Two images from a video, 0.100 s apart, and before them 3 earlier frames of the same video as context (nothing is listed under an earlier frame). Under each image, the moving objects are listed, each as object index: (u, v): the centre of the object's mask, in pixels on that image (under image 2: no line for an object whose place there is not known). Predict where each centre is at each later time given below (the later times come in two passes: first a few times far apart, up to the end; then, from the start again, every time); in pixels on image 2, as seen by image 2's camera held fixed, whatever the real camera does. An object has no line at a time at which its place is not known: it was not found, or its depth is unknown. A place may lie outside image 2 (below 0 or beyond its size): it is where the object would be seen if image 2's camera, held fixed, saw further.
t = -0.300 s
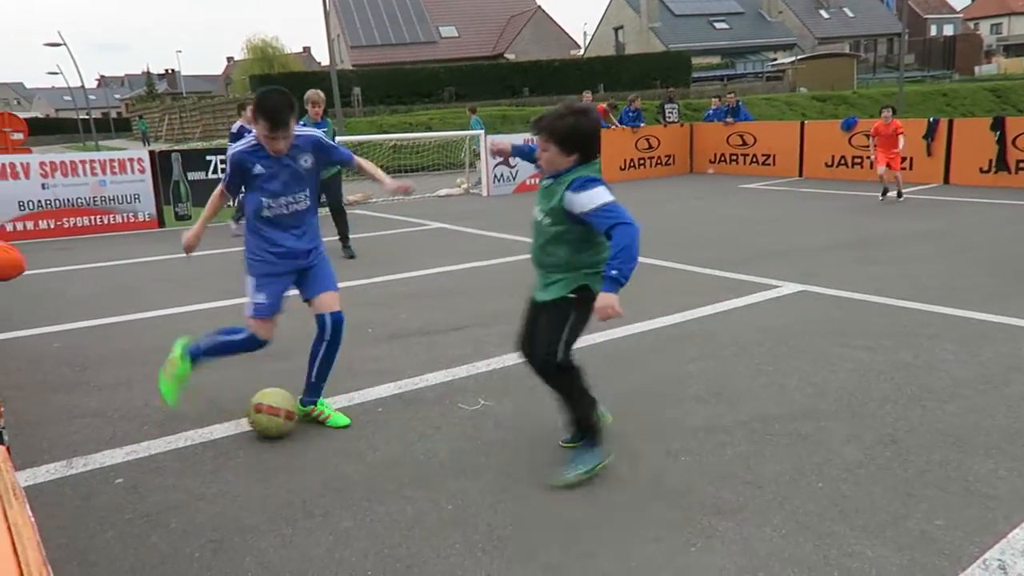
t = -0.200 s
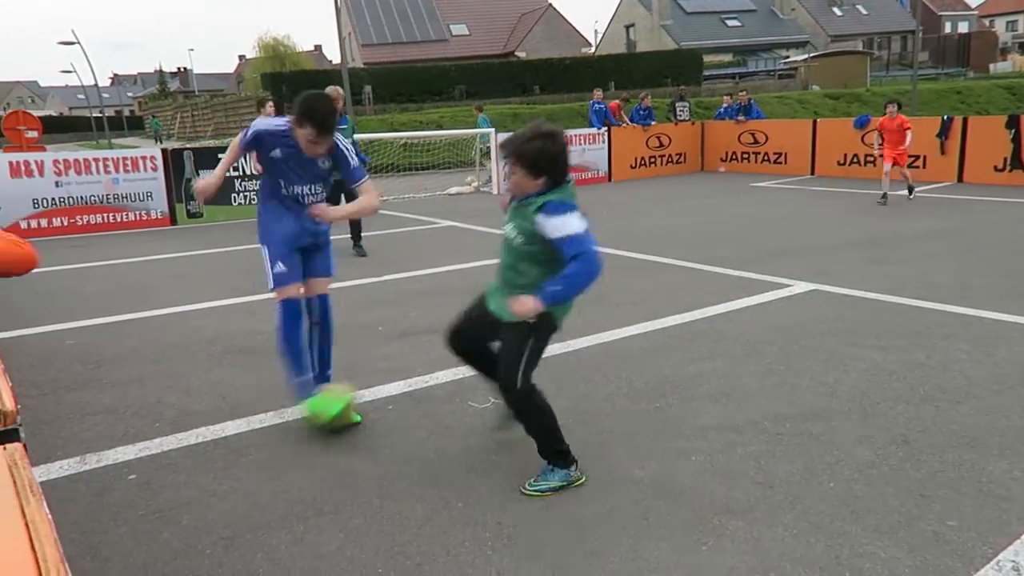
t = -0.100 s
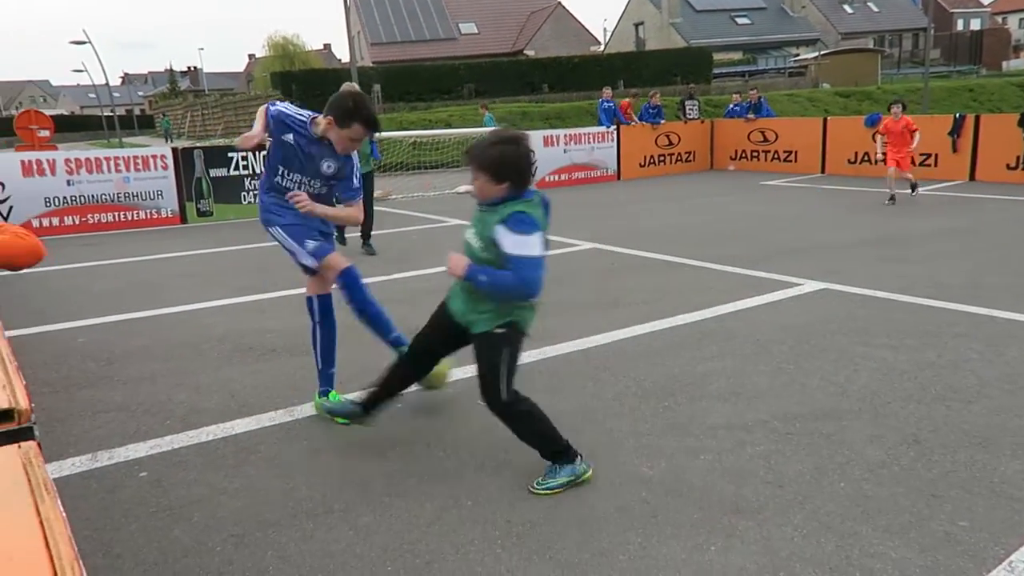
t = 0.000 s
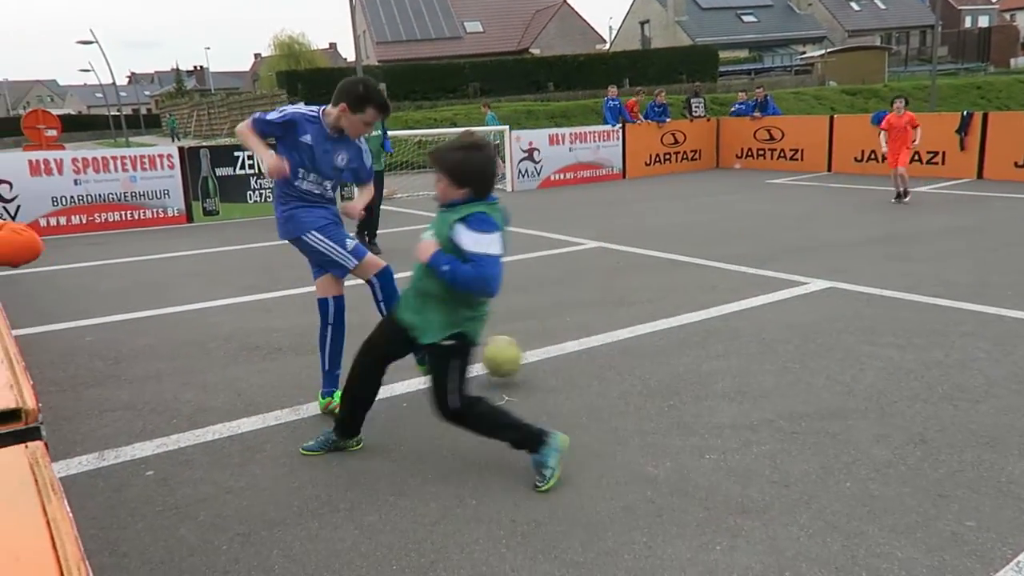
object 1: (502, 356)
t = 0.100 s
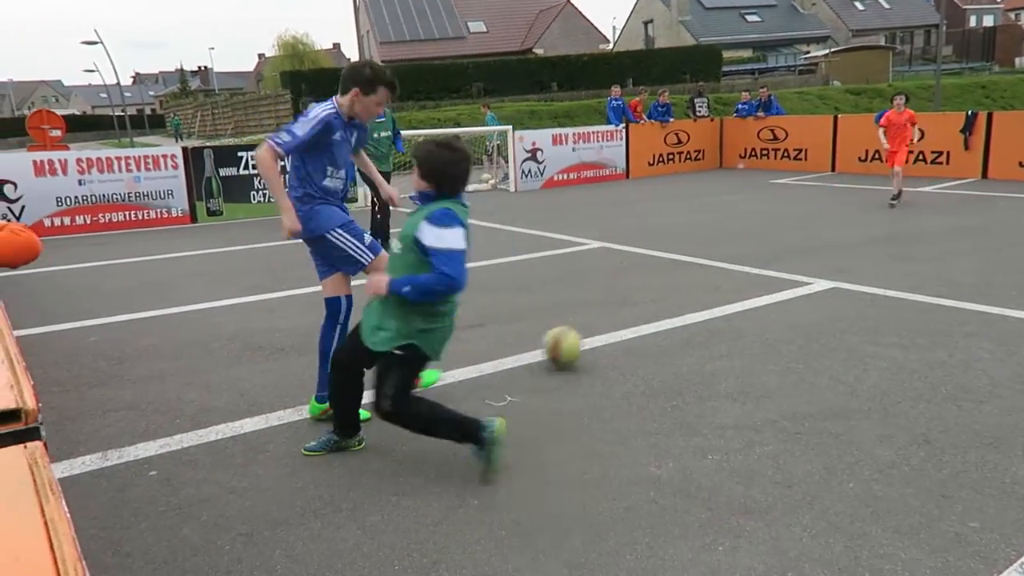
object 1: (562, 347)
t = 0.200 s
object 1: (613, 337)
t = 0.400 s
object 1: (701, 314)
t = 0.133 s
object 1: (579, 343)
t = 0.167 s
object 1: (595, 341)
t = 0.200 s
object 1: (613, 337)
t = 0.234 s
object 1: (628, 333)
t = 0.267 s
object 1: (643, 328)
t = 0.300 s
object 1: (658, 324)
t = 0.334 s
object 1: (673, 320)
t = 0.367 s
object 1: (687, 317)
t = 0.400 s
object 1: (701, 314)
